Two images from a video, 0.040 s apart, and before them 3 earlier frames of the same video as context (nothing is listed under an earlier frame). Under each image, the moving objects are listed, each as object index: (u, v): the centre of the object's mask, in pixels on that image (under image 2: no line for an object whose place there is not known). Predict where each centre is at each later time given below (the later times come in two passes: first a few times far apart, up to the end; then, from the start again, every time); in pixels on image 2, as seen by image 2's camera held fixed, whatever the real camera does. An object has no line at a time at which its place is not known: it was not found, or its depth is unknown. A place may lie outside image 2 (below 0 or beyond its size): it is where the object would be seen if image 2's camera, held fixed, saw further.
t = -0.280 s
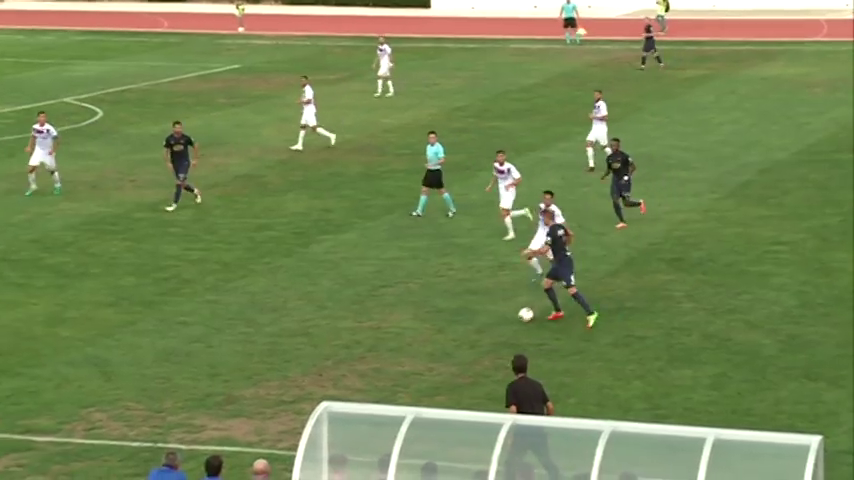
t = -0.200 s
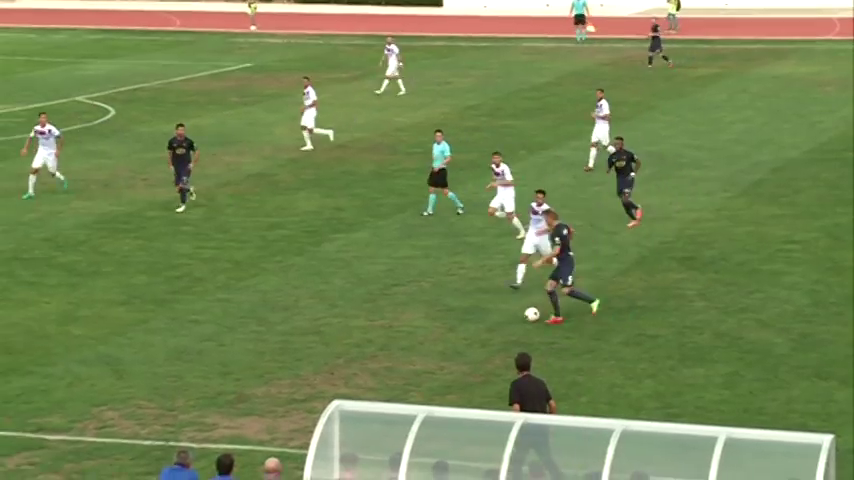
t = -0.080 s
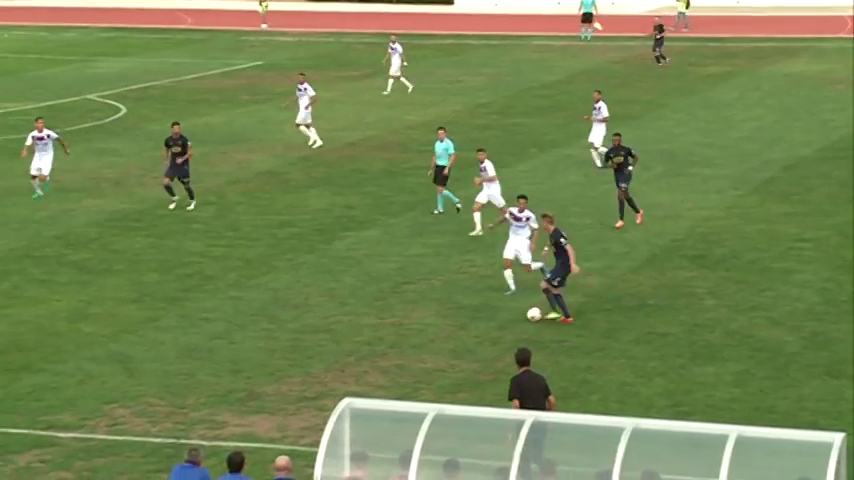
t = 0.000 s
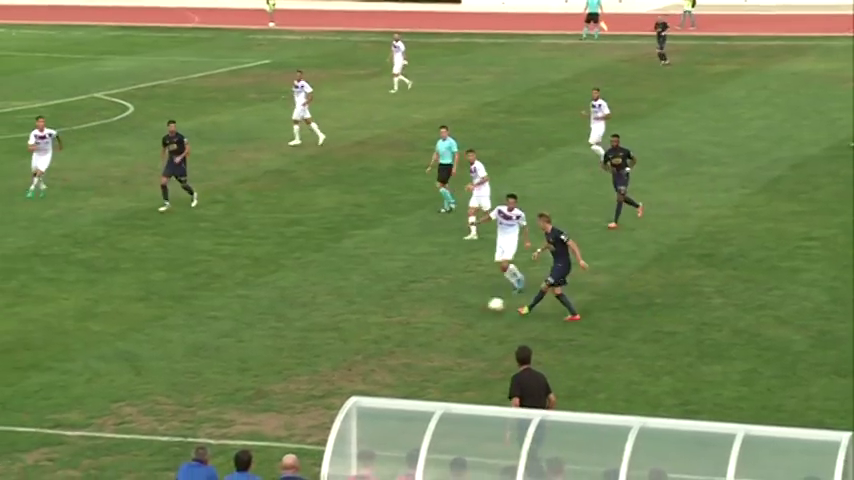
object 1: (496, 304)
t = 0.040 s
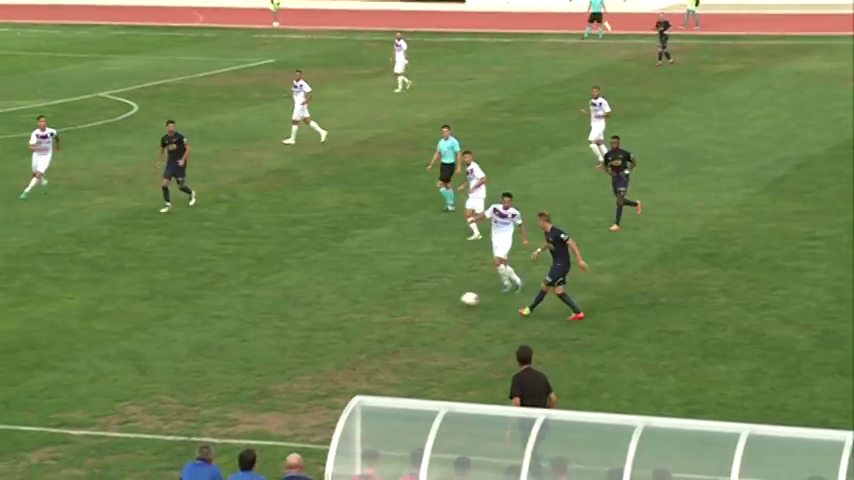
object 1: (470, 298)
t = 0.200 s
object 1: (353, 287)
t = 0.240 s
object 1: (329, 281)
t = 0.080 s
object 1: (439, 294)
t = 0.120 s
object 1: (409, 291)
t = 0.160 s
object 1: (381, 289)
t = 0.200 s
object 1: (353, 287)
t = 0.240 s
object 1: (329, 281)
